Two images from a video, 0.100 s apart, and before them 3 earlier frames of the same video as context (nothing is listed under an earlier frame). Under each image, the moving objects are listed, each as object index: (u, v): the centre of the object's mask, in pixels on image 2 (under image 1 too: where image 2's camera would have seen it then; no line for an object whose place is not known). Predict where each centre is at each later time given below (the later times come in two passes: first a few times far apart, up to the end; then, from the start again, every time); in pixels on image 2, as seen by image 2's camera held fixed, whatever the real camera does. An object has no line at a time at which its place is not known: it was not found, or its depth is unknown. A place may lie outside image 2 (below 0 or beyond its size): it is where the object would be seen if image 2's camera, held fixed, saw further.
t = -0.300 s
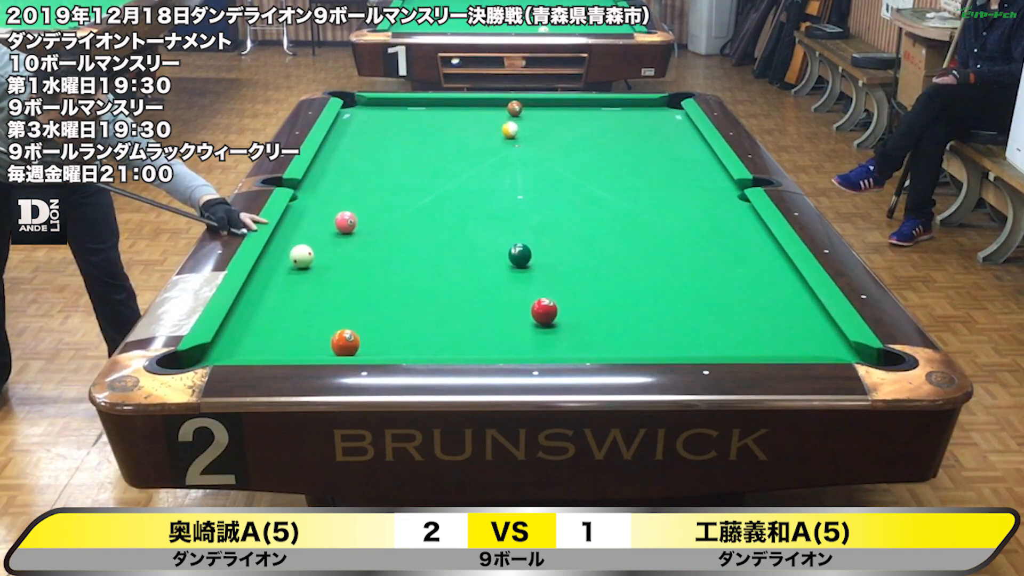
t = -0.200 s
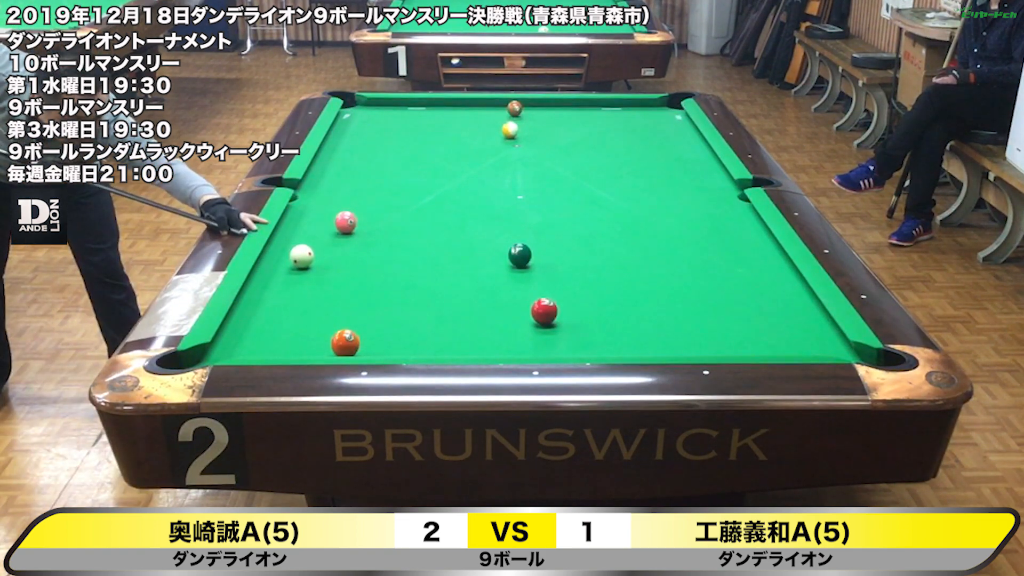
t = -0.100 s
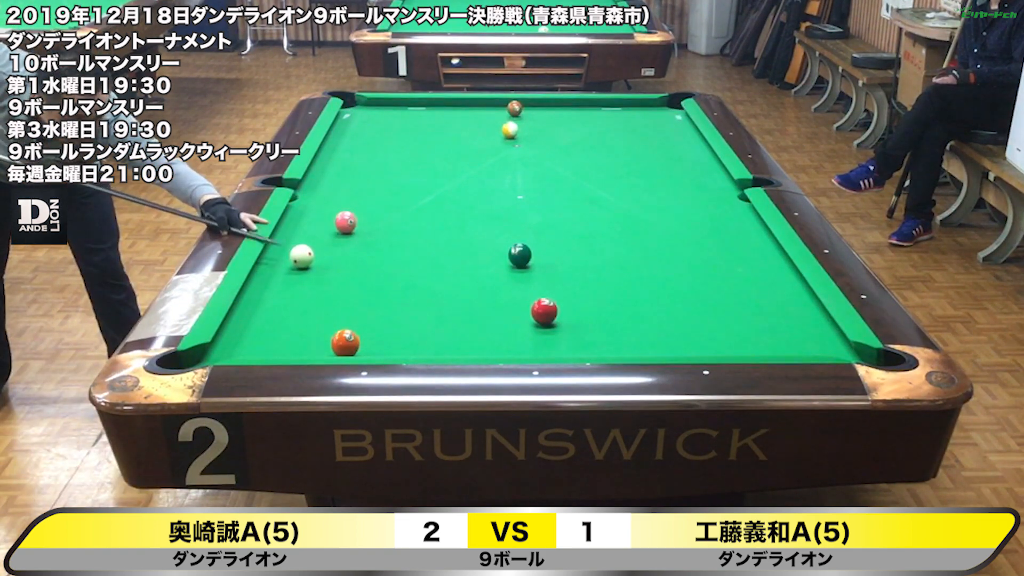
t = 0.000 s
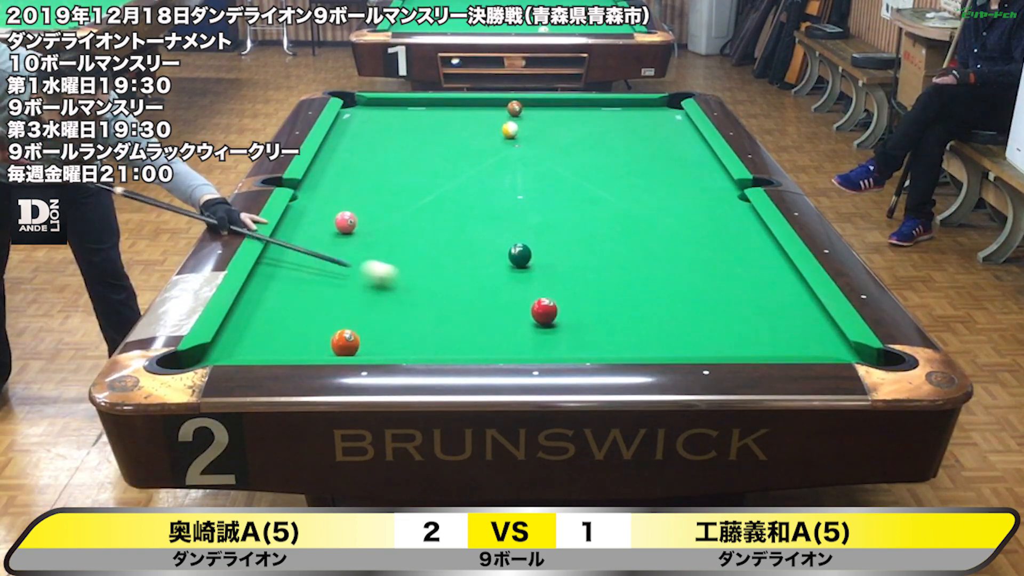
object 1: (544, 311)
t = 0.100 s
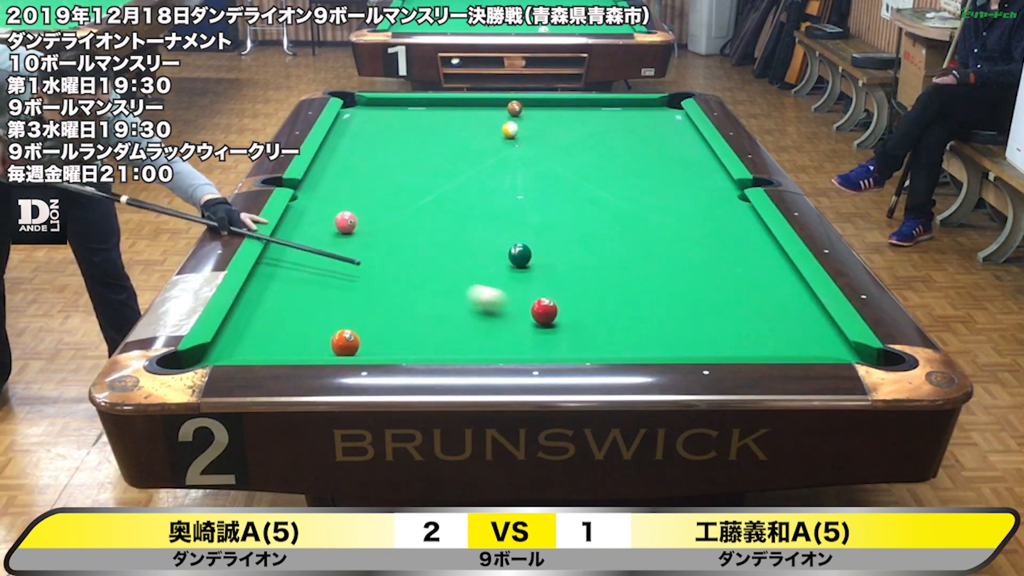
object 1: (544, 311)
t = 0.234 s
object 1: (669, 331)
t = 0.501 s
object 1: (798, 342)
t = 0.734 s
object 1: (711, 338)
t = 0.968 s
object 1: (701, 326)
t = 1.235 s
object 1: (711, 310)
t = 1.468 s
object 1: (719, 298)
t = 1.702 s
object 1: (726, 287)
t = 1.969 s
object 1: (734, 276)
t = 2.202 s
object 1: (740, 267)
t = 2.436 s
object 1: (745, 260)
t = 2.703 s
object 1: (750, 252)
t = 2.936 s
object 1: (754, 245)
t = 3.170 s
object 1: (758, 240)
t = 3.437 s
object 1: (760, 234)
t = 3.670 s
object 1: (755, 231)
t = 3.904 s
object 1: (750, 228)
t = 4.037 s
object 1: (748, 227)
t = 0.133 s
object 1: (550, 311)
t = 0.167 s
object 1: (589, 318)
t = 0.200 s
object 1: (629, 324)
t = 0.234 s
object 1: (669, 331)
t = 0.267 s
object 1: (709, 338)
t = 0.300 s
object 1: (749, 343)
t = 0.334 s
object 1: (787, 347)
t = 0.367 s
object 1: (816, 347)
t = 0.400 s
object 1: (836, 345)
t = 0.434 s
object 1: (828, 344)
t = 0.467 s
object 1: (812, 343)
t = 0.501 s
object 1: (798, 342)
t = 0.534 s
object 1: (784, 342)
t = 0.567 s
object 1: (772, 341)
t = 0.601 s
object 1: (759, 340)
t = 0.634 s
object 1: (747, 340)
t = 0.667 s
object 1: (735, 340)
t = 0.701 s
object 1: (723, 339)
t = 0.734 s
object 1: (711, 338)
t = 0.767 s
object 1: (699, 337)
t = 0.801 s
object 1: (687, 336)
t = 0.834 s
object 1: (687, 335)
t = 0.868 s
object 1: (692, 333)
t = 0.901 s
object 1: (696, 330)
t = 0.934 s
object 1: (699, 328)
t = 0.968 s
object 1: (701, 326)
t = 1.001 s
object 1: (702, 324)
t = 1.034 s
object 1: (703, 322)
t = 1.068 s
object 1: (705, 320)
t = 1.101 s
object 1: (706, 318)
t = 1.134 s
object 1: (707, 316)
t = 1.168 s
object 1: (708, 314)
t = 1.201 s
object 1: (710, 312)
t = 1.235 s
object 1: (711, 310)
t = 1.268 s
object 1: (712, 308)
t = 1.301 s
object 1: (713, 306)
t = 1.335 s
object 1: (714, 305)
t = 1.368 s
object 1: (715, 303)
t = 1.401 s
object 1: (717, 301)
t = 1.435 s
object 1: (718, 300)
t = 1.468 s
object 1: (719, 298)
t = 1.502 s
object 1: (720, 296)
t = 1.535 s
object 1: (721, 295)
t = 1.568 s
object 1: (722, 293)
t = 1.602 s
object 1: (723, 292)
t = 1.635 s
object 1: (724, 290)
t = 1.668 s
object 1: (725, 289)
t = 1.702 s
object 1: (726, 287)
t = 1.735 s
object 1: (727, 286)
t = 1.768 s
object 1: (728, 284)
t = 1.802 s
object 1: (729, 283)
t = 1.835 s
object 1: (730, 281)
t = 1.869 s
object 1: (731, 280)
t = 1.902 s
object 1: (732, 279)
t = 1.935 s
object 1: (733, 278)
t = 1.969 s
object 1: (734, 276)
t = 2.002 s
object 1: (735, 275)
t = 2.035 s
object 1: (736, 274)
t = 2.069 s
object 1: (736, 272)
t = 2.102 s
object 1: (737, 271)
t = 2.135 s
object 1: (738, 270)
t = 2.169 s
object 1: (739, 269)
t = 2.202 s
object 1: (740, 267)
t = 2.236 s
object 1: (741, 266)
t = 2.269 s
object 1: (741, 265)
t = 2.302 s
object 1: (742, 264)
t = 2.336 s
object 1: (743, 263)
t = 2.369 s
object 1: (744, 262)
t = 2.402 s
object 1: (744, 261)
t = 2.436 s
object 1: (745, 260)
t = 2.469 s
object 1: (746, 259)
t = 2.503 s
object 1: (746, 258)
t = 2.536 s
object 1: (747, 256)
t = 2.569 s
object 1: (748, 256)
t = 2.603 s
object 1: (748, 255)
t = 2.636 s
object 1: (749, 253)
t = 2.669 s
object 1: (750, 252)
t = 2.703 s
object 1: (750, 252)
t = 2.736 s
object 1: (751, 251)
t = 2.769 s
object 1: (752, 250)
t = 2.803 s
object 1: (752, 249)
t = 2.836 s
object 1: (753, 248)
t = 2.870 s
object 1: (753, 247)
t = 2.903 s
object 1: (754, 246)
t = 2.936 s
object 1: (754, 245)
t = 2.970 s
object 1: (755, 244)
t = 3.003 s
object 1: (755, 243)
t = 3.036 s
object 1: (756, 243)
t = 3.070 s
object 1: (756, 242)
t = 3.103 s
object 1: (757, 241)
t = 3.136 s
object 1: (757, 240)
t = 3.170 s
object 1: (758, 240)
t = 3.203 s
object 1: (758, 239)
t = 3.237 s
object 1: (759, 238)
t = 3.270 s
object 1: (759, 237)
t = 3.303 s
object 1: (759, 237)
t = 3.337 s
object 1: (760, 236)
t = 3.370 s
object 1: (760, 235)
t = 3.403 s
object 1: (760, 235)
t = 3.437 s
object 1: (760, 234)
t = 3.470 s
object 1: (759, 233)
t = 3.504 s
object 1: (759, 233)
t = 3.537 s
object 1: (758, 232)
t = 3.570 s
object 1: (757, 232)
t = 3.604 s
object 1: (756, 231)
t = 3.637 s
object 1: (756, 231)
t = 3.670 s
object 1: (755, 231)
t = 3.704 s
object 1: (754, 230)
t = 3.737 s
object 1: (753, 230)
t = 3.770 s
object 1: (753, 229)
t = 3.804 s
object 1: (752, 229)
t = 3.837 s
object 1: (752, 229)
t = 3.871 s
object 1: (751, 229)
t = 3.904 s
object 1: (750, 228)
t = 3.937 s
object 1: (750, 228)
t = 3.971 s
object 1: (749, 228)
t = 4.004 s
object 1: (749, 228)
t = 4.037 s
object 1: (748, 227)
